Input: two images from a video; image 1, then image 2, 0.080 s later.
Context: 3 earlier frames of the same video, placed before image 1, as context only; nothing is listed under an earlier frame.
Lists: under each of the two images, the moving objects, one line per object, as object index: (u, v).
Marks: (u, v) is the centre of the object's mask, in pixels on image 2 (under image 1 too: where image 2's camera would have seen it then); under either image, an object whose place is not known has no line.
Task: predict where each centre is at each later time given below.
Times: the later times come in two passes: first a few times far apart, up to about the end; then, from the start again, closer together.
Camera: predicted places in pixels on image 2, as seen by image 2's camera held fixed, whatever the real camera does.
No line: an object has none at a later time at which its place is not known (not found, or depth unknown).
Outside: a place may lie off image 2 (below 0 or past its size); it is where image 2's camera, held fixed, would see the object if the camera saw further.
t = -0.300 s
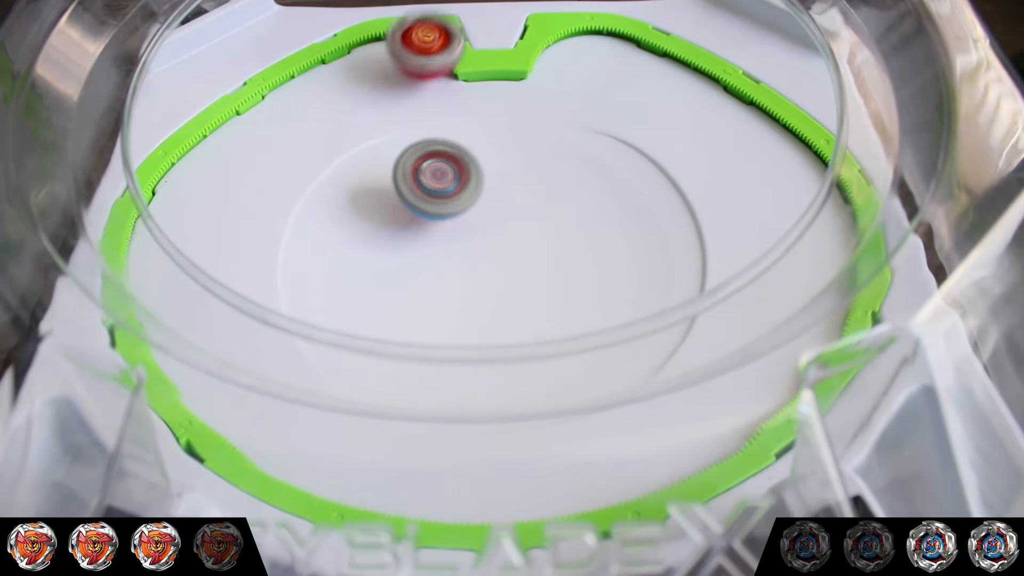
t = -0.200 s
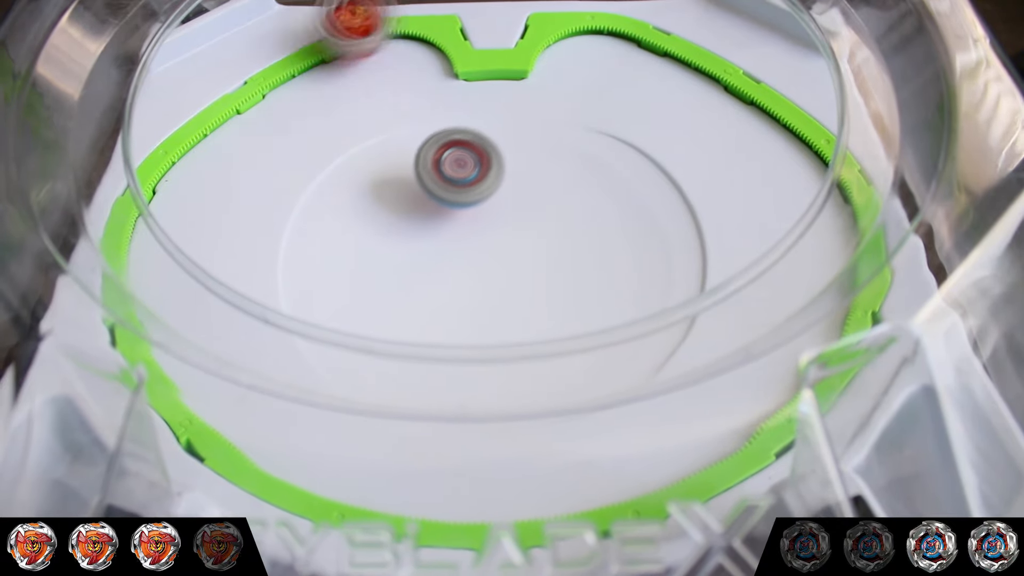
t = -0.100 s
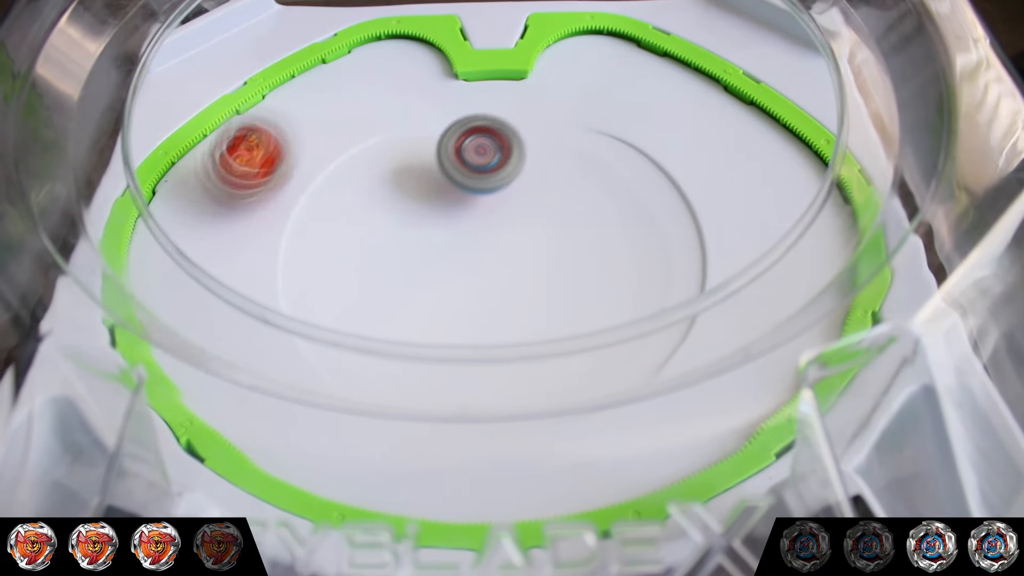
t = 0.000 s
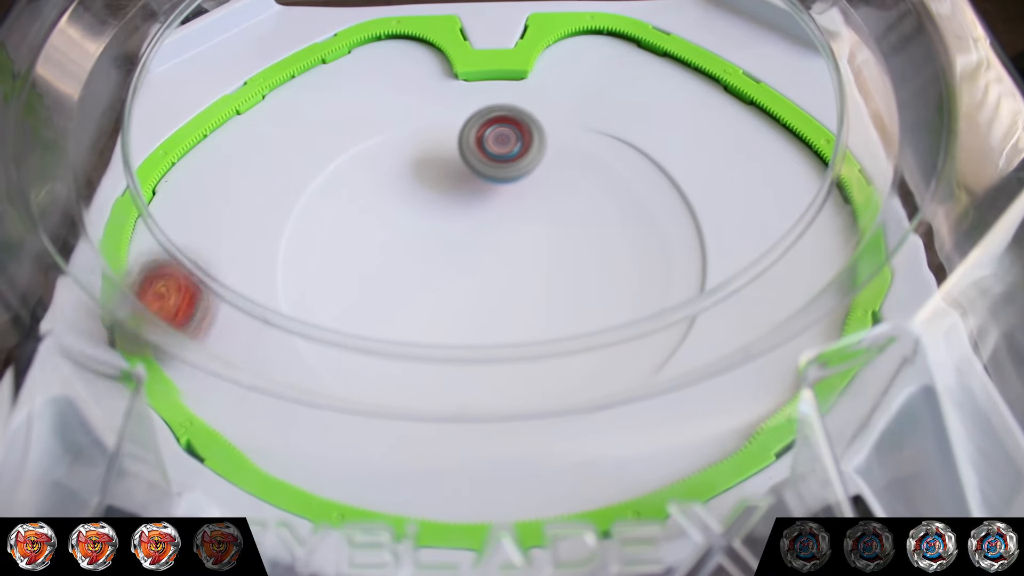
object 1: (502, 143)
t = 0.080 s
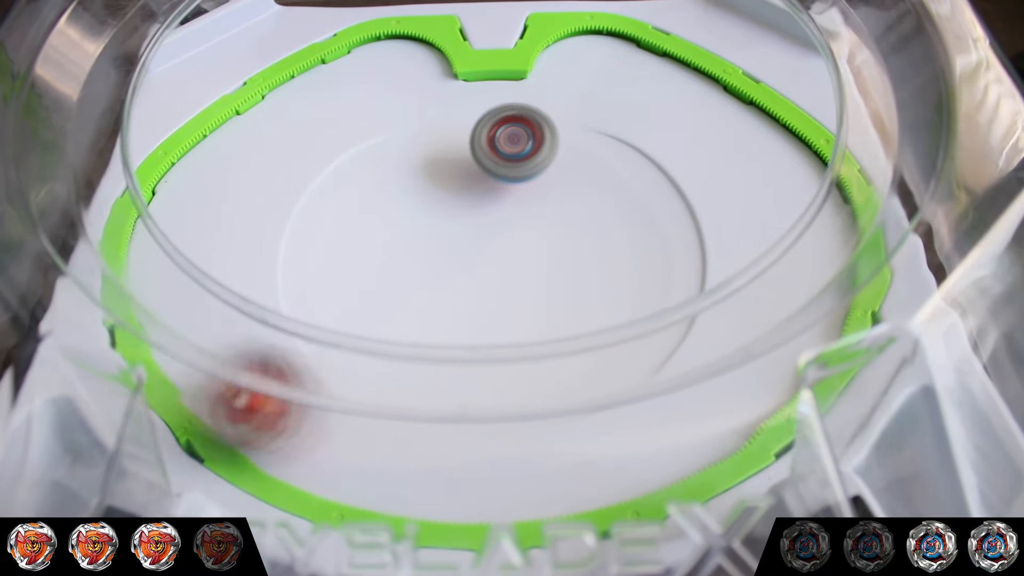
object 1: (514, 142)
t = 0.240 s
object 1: (535, 142)
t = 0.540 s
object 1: (544, 176)
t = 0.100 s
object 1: (516, 142)
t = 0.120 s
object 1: (520, 142)
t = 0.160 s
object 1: (526, 141)
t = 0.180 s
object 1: (529, 141)
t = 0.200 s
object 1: (531, 142)
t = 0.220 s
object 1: (533, 142)
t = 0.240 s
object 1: (535, 142)
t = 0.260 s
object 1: (537, 143)
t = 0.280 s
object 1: (539, 144)
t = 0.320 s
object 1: (542, 147)
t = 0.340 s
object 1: (543, 149)
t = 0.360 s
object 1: (543, 151)
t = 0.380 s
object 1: (542, 153)
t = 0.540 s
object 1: (544, 176)
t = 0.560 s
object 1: (545, 179)
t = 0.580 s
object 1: (546, 184)
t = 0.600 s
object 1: (546, 187)
